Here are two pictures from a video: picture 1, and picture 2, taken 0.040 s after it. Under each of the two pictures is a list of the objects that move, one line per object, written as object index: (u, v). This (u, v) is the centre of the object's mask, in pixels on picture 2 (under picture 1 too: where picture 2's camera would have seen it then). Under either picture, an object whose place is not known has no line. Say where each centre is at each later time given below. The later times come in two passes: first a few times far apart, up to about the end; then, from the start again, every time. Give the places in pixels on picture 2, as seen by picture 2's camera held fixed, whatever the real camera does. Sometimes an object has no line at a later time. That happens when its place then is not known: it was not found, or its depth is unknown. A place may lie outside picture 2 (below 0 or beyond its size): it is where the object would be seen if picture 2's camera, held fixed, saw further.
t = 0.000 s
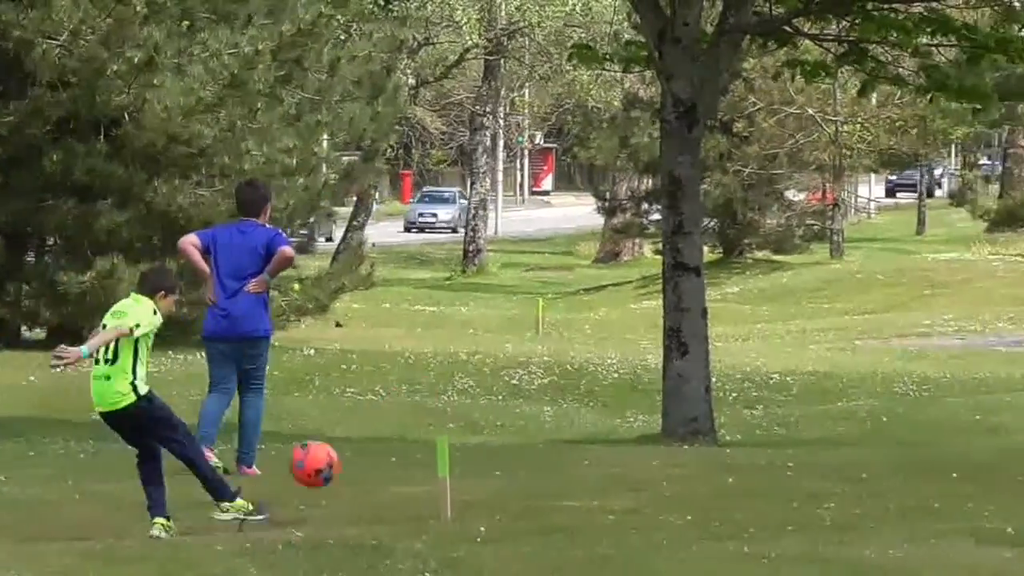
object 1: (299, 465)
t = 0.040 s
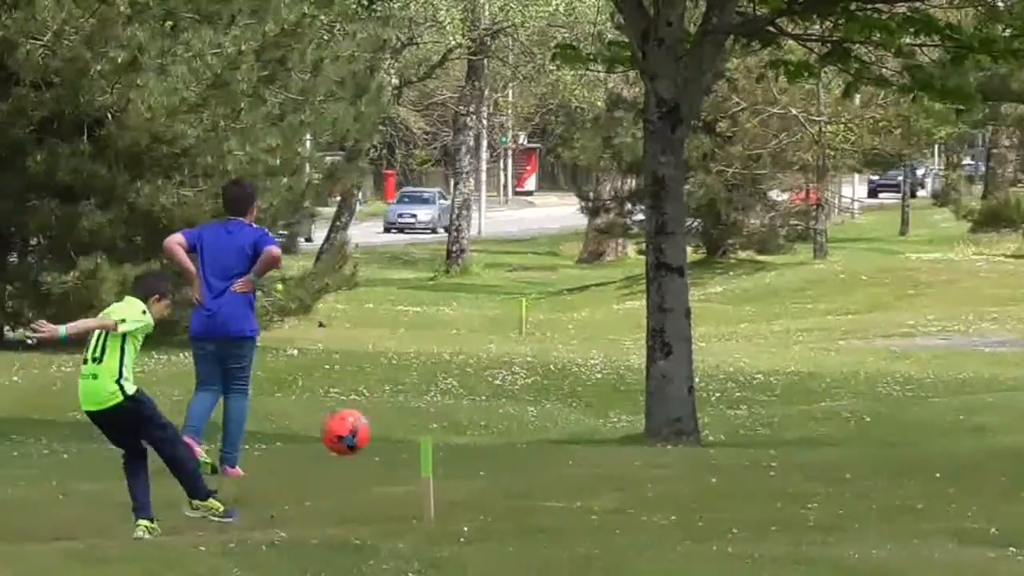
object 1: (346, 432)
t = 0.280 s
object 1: (610, 312)
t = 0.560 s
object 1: (901, 326)
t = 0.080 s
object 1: (391, 402)
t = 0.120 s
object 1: (434, 377)
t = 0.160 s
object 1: (479, 355)
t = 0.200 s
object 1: (523, 336)
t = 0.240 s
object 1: (567, 322)
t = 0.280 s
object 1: (610, 312)
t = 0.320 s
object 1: (650, 304)
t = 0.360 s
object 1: (693, 299)
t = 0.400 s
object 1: (738, 300)
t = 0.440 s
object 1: (779, 302)
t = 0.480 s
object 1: (821, 307)
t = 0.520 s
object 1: (861, 315)
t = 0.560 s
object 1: (901, 326)
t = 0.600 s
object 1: (940, 340)
